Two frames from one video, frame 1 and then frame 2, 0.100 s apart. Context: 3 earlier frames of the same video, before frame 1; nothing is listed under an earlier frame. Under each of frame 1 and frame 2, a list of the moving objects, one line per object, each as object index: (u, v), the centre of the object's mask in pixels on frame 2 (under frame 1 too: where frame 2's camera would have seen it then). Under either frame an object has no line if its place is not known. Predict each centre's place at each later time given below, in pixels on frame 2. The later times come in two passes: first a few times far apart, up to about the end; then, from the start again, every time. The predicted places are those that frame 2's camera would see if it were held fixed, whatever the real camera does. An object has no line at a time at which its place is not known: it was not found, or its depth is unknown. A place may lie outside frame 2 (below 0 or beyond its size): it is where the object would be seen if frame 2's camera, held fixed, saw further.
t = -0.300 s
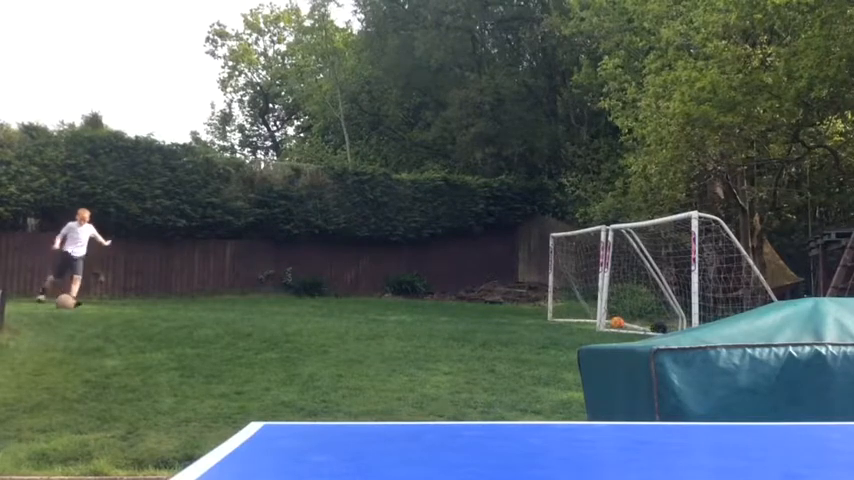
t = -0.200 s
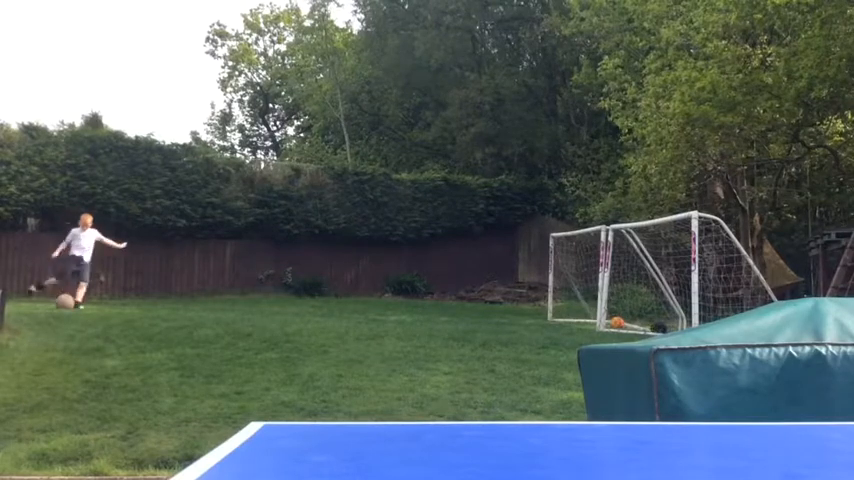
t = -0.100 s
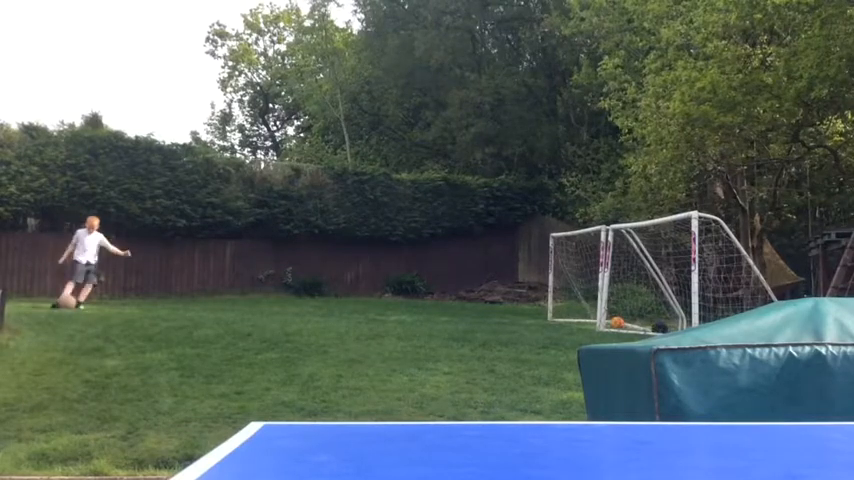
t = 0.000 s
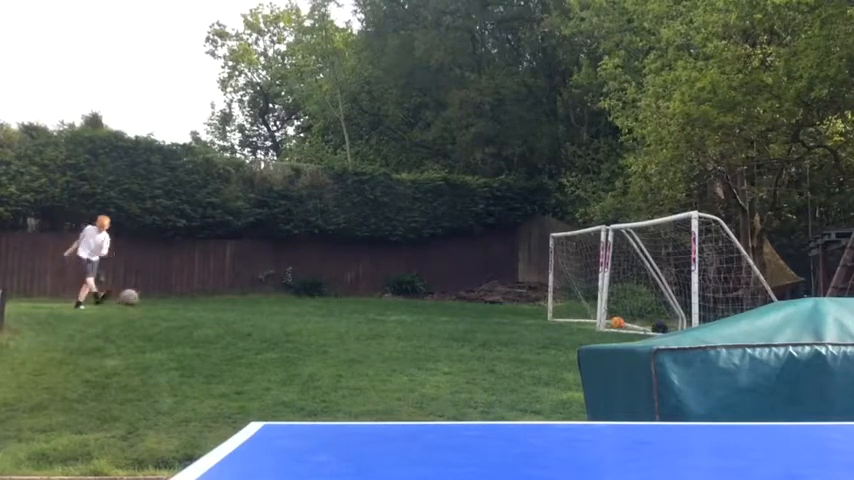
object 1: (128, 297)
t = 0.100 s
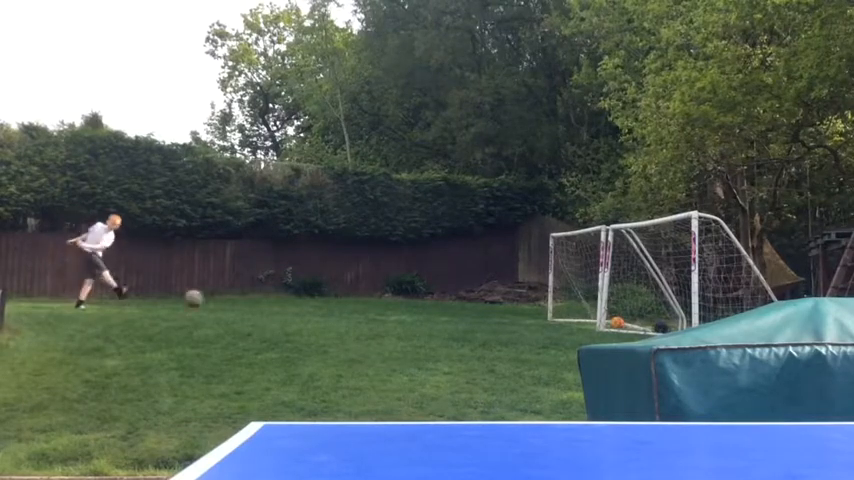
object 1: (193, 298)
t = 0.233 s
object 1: (277, 308)
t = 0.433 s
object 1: (375, 314)
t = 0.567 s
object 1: (429, 316)
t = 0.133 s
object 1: (215, 300)
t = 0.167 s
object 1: (236, 303)
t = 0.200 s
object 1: (257, 307)
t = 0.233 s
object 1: (277, 308)
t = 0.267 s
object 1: (294, 309)
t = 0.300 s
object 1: (310, 308)
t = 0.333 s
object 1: (328, 309)
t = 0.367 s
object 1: (344, 310)
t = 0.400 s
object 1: (359, 312)
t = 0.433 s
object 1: (375, 314)
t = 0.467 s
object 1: (389, 314)
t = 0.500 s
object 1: (404, 314)
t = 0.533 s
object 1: (417, 315)
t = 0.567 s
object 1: (429, 316)
